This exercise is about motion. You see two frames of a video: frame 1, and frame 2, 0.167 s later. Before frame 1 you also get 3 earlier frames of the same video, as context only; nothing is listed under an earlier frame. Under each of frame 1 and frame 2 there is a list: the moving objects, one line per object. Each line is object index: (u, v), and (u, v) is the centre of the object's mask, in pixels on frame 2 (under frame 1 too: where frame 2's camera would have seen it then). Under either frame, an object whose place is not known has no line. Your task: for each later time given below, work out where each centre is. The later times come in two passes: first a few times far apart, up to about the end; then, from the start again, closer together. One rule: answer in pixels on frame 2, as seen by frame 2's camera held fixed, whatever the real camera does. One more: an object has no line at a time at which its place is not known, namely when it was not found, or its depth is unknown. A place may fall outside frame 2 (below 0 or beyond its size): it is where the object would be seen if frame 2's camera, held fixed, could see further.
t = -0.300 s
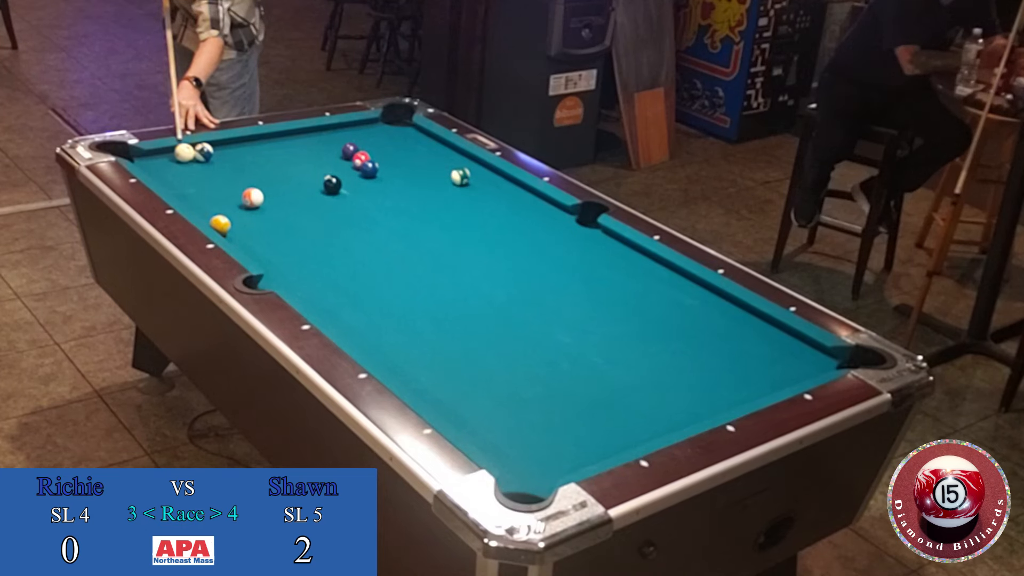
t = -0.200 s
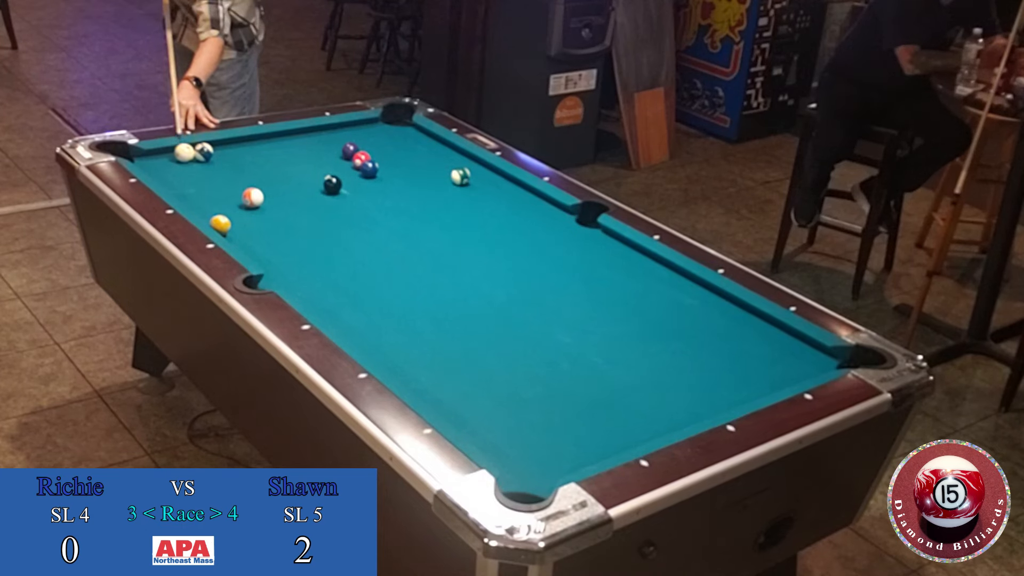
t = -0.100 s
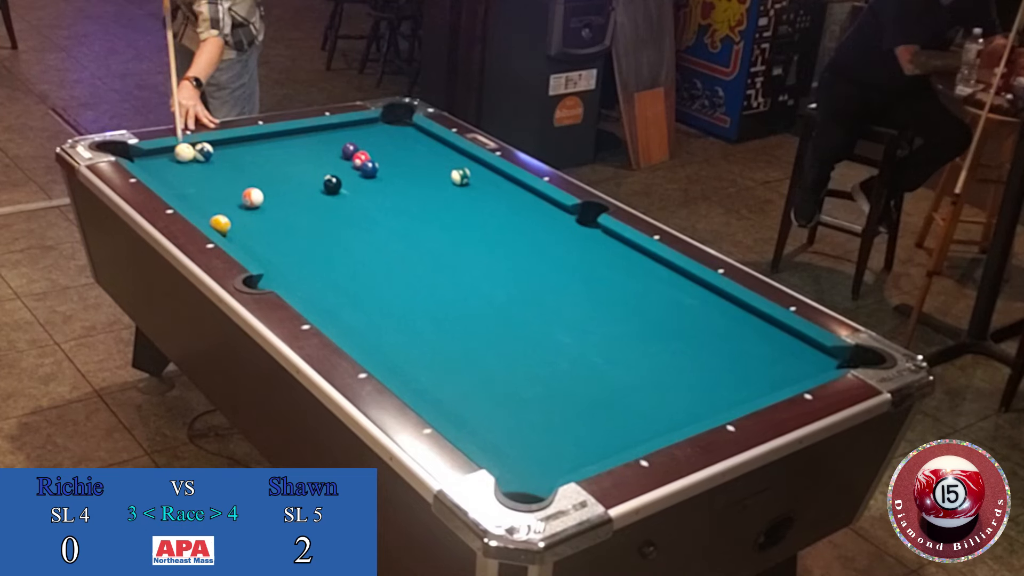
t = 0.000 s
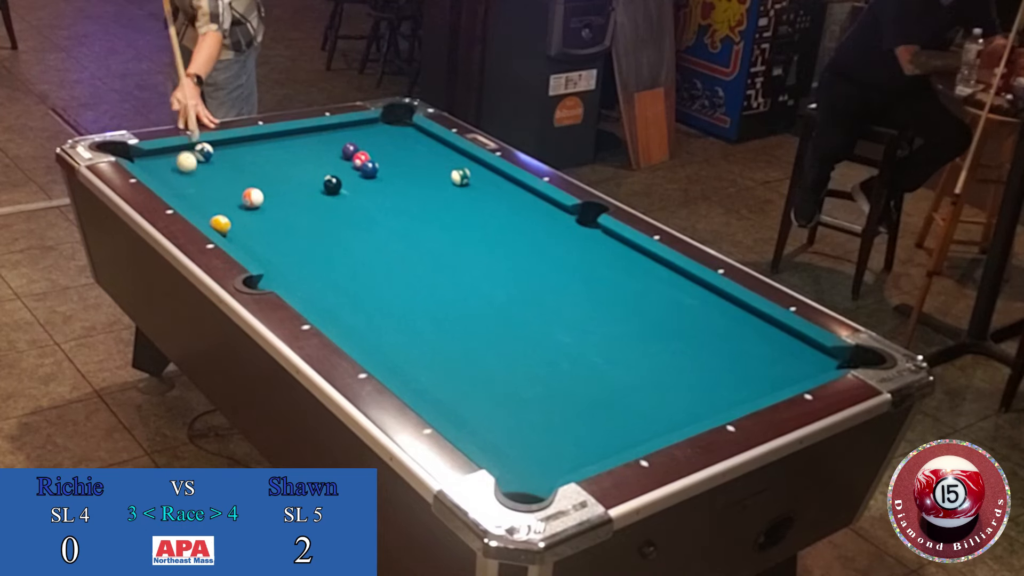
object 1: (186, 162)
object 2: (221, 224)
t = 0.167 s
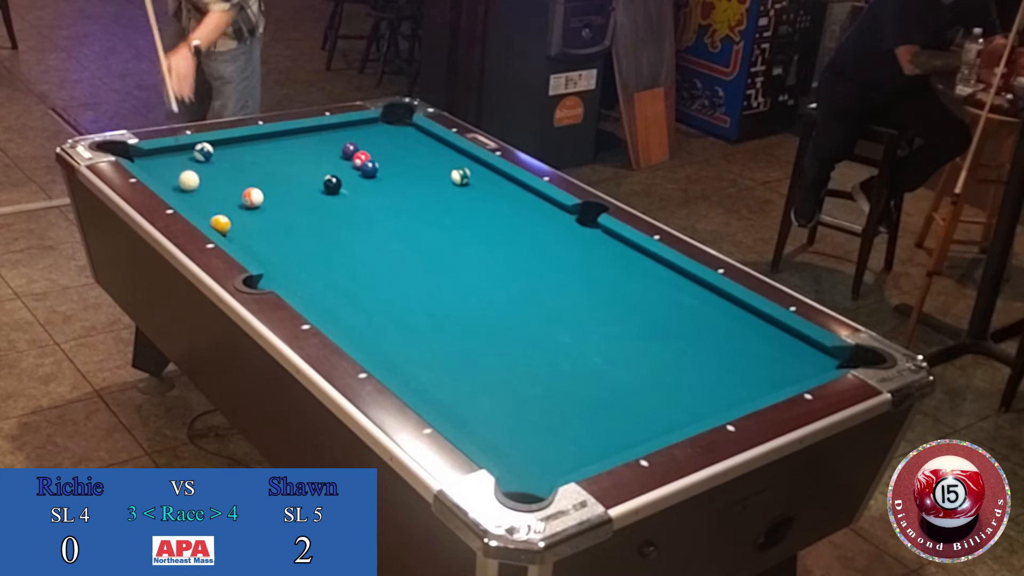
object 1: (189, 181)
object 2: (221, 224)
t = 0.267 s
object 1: (188, 189)
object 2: (221, 224)
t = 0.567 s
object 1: (206, 209)
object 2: (220, 224)
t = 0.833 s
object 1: (236, 218)
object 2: (222, 226)
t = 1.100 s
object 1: (262, 223)
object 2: (230, 230)
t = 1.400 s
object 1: (290, 226)
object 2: (238, 233)
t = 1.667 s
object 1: (312, 230)
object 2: (242, 235)
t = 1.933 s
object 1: (331, 233)
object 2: (244, 235)
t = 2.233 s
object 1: (349, 235)
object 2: (244, 235)
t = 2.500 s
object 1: (363, 237)
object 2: (245, 235)
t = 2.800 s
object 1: (374, 239)
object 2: (244, 235)
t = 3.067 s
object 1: (382, 240)
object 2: (244, 235)
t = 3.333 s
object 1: (387, 241)
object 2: (244, 235)
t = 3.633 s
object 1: (389, 242)
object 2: (245, 235)
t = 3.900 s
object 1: (388, 242)
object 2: (244, 235)
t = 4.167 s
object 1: (388, 242)
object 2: (245, 235)
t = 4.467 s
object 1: (388, 242)
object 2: (244, 236)
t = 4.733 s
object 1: (388, 242)
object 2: (244, 236)
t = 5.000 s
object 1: (388, 242)
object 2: (245, 235)
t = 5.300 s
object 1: (388, 242)
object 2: (244, 235)
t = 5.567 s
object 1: (388, 242)
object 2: (245, 235)
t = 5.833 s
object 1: (388, 242)
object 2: (245, 235)
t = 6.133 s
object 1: (388, 242)
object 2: (245, 235)
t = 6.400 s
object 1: (388, 242)
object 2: (245, 235)
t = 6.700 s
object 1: (388, 242)
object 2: (245, 235)
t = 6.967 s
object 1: (388, 242)
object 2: (244, 235)
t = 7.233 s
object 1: (388, 242)
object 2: (244, 235)
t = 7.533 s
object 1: (388, 242)
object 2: (245, 235)
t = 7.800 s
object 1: (388, 242)
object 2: (245, 235)
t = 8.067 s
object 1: (388, 242)
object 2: (244, 235)
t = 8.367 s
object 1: (388, 242)
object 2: (245, 235)
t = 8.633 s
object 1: (388, 242)
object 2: (245, 235)
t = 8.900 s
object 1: (388, 242)
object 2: (245, 235)
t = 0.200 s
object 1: (188, 184)
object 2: (221, 224)
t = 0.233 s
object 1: (188, 186)
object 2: (221, 224)
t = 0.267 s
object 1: (188, 189)
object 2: (221, 224)
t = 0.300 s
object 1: (188, 192)
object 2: (221, 224)
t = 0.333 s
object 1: (188, 195)
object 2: (221, 224)
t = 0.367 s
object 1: (189, 197)
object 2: (221, 224)
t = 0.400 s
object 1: (189, 199)
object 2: (221, 224)
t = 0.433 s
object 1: (192, 202)
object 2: (221, 224)
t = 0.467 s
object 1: (196, 203)
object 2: (221, 224)
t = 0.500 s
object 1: (199, 205)
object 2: (221, 224)
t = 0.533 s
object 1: (203, 207)
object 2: (221, 224)
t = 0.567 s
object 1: (206, 209)
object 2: (220, 224)
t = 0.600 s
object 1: (209, 210)
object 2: (220, 224)
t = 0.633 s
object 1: (212, 211)
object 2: (220, 224)
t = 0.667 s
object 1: (216, 211)
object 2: (220, 224)
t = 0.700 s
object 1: (220, 212)
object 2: (220, 225)
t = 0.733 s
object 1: (225, 213)
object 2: (220, 225)
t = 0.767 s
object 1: (229, 215)
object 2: (220, 225)
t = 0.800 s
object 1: (233, 217)
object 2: (221, 225)
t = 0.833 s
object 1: (236, 218)
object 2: (222, 226)
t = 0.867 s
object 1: (239, 219)
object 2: (223, 227)
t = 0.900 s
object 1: (242, 220)
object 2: (224, 227)
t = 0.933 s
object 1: (245, 220)
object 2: (225, 228)
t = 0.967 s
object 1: (249, 221)
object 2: (226, 228)
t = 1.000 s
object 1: (252, 221)
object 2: (227, 229)
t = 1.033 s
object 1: (255, 222)
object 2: (228, 229)
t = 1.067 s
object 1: (259, 222)
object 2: (229, 230)
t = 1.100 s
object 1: (262, 223)
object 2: (230, 230)
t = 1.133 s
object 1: (265, 223)
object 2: (231, 231)
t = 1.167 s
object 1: (269, 224)
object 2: (232, 231)
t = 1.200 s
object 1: (272, 224)
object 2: (233, 231)
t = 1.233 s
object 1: (275, 224)
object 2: (234, 232)
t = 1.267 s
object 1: (278, 225)
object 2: (235, 232)
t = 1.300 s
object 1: (281, 225)
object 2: (235, 232)
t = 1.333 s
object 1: (284, 226)
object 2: (236, 233)
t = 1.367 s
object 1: (287, 226)
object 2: (237, 233)
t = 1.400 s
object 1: (290, 226)
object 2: (238, 233)
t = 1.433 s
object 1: (293, 227)
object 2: (238, 234)
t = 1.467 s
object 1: (296, 227)
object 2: (239, 234)
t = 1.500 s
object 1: (298, 228)
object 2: (239, 234)
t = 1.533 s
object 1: (301, 228)
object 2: (240, 234)
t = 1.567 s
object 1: (304, 229)
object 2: (240, 235)
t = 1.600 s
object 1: (307, 229)
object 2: (241, 235)
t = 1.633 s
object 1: (309, 229)
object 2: (241, 235)
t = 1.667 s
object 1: (312, 230)
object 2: (242, 235)
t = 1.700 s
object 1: (314, 230)
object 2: (242, 235)
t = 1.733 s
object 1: (317, 230)
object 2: (243, 235)
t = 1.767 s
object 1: (319, 231)
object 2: (243, 235)
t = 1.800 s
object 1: (322, 231)
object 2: (243, 235)
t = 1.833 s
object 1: (324, 231)
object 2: (244, 235)
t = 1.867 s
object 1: (326, 232)
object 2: (244, 235)
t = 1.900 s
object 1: (329, 232)
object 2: (244, 235)
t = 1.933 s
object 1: (331, 233)
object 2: (244, 235)
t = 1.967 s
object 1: (333, 233)
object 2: (244, 235)
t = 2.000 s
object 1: (335, 233)
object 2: (245, 235)
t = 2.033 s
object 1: (337, 234)
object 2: (244, 235)
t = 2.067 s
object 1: (340, 234)
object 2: (245, 235)
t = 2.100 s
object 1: (342, 234)
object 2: (245, 235)
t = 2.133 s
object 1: (344, 234)
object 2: (244, 235)
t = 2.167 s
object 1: (346, 235)
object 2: (244, 235)
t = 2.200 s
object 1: (347, 235)
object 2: (244, 235)
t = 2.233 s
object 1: (349, 235)
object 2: (244, 235)
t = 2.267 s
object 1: (351, 236)
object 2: (244, 235)
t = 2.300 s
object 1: (353, 236)
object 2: (244, 235)
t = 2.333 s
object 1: (355, 236)
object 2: (244, 235)
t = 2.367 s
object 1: (356, 236)
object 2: (244, 235)
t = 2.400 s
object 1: (358, 236)
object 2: (244, 235)
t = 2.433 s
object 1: (360, 237)
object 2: (244, 235)
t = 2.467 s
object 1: (361, 237)
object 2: (244, 235)
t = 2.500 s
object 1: (363, 237)
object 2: (245, 235)
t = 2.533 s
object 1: (364, 237)
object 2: (244, 235)
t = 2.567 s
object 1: (366, 238)
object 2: (244, 235)
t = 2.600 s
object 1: (367, 238)
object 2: (245, 235)
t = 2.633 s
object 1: (368, 238)
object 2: (245, 235)
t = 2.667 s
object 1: (370, 238)
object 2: (245, 235)
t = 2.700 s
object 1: (371, 239)
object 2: (244, 235)
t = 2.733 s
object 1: (372, 239)
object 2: (244, 235)
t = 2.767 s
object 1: (373, 239)
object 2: (244, 235)
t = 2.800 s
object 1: (374, 239)
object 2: (244, 235)
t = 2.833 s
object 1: (375, 239)
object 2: (244, 235)
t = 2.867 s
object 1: (377, 240)
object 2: (244, 235)
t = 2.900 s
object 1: (378, 240)
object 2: (244, 235)
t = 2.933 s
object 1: (378, 240)
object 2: (244, 235)
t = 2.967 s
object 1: (379, 240)
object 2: (245, 235)
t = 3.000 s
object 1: (380, 240)
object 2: (244, 235)
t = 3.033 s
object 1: (381, 240)
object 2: (244, 235)
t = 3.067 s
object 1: (382, 240)
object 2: (244, 235)
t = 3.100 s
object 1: (383, 241)
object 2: (244, 235)
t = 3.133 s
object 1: (383, 241)
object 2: (244, 235)
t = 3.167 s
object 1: (384, 241)
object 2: (244, 235)
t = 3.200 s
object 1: (385, 241)
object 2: (244, 235)
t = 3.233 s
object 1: (385, 241)
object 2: (244, 235)
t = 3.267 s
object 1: (386, 241)
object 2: (244, 235)
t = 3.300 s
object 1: (386, 241)
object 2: (244, 235)
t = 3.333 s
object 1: (387, 241)
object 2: (244, 235)
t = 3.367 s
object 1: (387, 241)
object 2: (244, 235)
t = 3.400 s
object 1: (388, 242)
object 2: (244, 235)
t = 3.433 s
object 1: (388, 242)
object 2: (244, 235)
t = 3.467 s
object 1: (388, 241)
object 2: (244, 235)
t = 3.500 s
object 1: (388, 242)
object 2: (244, 235)
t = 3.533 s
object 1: (389, 242)
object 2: (244, 235)
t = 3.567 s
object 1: (389, 242)
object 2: (244, 235)
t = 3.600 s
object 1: (389, 242)
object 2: (245, 235)
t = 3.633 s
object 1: (389, 242)
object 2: (245, 235)
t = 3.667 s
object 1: (389, 242)
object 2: (245, 235)
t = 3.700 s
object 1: (388, 242)
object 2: (245, 235)
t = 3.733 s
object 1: (388, 242)
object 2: (245, 235)
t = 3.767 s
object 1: (388, 242)
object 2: (244, 235)
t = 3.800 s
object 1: (388, 242)
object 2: (245, 235)
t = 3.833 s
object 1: (388, 242)
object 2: (245, 235)
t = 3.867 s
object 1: (388, 242)
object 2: (245, 235)
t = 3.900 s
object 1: (388, 242)
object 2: (244, 235)
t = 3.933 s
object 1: (388, 242)
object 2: (245, 235)
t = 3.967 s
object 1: (388, 242)
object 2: (245, 235)
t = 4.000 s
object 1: (388, 242)
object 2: (245, 235)
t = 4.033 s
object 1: (388, 242)
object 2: (245, 235)
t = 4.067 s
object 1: (388, 242)
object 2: (245, 235)
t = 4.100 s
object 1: (388, 242)
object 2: (245, 235)
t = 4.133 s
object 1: (388, 242)
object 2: (245, 235)
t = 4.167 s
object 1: (388, 242)
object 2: (245, 235)
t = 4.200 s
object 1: (388, 242)
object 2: (245, 235)
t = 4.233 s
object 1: (388, 242)
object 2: (244, 235)
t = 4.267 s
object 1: (388, 242)
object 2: (244, 235)
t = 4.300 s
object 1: (388, 242)
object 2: (244, 235)
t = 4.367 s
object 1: (388, 242)
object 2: (244, 235)
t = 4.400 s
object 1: (388, 242)
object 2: (244, 235)
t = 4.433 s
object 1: (388, 242)
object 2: (244, 235)
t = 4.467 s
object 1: (388, 242)
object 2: (244, 236)
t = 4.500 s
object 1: (388, 242)
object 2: (244, 236)
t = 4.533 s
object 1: (388, 242)
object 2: (245, 235)
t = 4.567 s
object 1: (388, 242)
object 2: (244, 236)
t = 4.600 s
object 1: (388, 242)
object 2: (244, 236)
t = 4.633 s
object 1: (388, 242)
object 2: (245, 235)
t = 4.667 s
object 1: (388, 242)
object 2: (244, 236)
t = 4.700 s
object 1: (388, 242)
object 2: (244, 236)
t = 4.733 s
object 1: (388, 242)
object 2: (244, 236)
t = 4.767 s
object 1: (388, 242)
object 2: (244, 236)
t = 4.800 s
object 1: (388, 242)
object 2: (244, 236)
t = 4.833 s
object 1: (388, 242)
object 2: (244, 235)
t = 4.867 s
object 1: (388, 242)
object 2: (244, 236)
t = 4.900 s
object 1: (388, 242)
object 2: (245, 235)
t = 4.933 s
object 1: (388, 242)
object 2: (244, 236)
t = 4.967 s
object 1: (388, 242)
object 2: (245, 235)
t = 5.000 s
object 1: (388, 242)
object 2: (245, 235)
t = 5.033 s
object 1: (388, 242)
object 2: (245, 235)
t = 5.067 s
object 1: (388, 242)
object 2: (245, 235)
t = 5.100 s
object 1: (388, 242)
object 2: (244, 235)
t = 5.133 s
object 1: (388, 242)
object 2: (245, 235)
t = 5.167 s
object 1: (388, 242)
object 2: (245, 235)
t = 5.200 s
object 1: (388, 242)
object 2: (245, 235)
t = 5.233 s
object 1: (388, 242)
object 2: (245, 235)
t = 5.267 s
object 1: (388, 242)
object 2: (245, 235)
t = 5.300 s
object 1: (388, 242)
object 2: (244, 235)
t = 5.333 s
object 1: (388, 242)
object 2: (245, 235)
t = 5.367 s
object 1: (388, 242)
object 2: (245, 235)
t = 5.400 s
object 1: (388, 242)
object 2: (245, 235)
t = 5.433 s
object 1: (388, 242)
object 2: (245, 235)
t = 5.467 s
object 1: (388, 242)
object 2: (245, 235)
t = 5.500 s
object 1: (388, 242)
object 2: (245, 235)
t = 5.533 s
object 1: (388, 242)
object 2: (245, 235)
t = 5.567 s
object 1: (388, 242)
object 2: (245, 235)
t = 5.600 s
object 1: (388, 242)
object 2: (245, 235)
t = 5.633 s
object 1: (388, 242)
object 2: (245, 235)
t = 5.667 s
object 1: (388, 242)
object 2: (245, 235)
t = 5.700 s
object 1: (388, 242)
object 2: (245, 235)
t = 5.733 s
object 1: (388, 242)
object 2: (245, 235)
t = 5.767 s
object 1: (388, 242)
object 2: (245, 235)
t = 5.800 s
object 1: (388, 242)
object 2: (245, 235)
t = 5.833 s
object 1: (388, 242)
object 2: (245, 235)
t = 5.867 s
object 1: (388, 242)
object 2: (245, 235)
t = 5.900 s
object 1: (388, 242)
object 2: (245, 235)
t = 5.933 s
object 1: (388, 242)
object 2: (245, 235)
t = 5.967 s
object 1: (388, 242)
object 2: (245, 235)
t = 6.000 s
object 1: (388, 242)
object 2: (245, 235)
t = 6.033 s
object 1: (388, 242)
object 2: (245, 235)
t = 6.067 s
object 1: (388, 242)
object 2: (245, 235)
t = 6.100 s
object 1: (388, 242)
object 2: (245, 235)
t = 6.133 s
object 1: (388, 242)
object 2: (245, 235)
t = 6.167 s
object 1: (388, 242)
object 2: (245, 235)
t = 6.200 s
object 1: (388, 242)
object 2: (245, 235)
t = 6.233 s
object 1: (388, 242)
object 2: (245, 235)
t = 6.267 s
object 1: (388, 242)
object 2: (245, 235)
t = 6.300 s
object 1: (388, 242)
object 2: (245, 235)
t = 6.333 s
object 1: (388, 242)
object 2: (245, 235)
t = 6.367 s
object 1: (388, 242)
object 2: (245, 235)
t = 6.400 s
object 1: (388, 242)
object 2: (245, 235)
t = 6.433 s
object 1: (388, 242)
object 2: (245, 235)
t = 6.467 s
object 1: (388, 242)
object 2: (245, 235)
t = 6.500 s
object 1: (388, 242)
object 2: (244, 235)
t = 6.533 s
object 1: (388, 242)
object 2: (244, 235)
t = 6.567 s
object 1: (388, 242)
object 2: (244, 235)
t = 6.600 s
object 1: (388, 242)
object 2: (245, 235)
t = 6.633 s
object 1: (388, 242)
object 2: (245, 235)
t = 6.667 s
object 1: (388, 242)
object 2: (245, 235)
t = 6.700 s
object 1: (388, 242)
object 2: (245, 235)
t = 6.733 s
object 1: (388, 242)
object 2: (245, 235)
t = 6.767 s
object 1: (388, 242)
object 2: (245, 235)
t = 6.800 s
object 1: (388, 242)
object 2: (245, 235)
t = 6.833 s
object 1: (388, 242)
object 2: (245, 235)
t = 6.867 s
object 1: (388, 242)
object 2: (244, 235)
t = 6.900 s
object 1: (388, 242)
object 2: (244, 235)
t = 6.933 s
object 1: (388, 242)
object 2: (244, 235)
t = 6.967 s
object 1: (388, 242)
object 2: (244, 235)
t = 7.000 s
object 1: (388, 242)
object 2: (244, 235)
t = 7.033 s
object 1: (388, 242)
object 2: (244, 235)
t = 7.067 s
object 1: (388, 242)
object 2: (244, 235)
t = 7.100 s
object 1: (388, 241)
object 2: (245, 235)
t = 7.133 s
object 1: (388, 241)
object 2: (244, 235)
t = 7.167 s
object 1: (388, 241)
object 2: (244, 235)
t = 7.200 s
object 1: (388, 242)
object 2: (245, 235)
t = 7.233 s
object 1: (388, 242)
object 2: (244, 235)
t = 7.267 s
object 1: (388, 242)
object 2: (245, 235)
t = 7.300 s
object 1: (388, 242)
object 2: (245, 235)
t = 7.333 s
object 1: (388, 242)
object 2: (244, 235)
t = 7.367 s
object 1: (388, 242)
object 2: (244, 235)
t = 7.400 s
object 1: (388, 242)
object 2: (245, 235)
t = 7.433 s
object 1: (388, 242)
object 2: (244, 235)
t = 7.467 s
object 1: (388, 242)
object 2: (244, 235)
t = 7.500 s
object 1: (388, 242)
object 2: (245, 235)
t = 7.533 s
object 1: (388, 242)
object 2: (245, 235)
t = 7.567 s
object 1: (388, 242)
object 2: (244, 235)
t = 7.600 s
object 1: (388, 242)
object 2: (245, 235)
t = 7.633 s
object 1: (388, 242)
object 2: (244, 235)
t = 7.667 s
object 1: (388, 242)
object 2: (244, 235)
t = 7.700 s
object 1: (388, 242)
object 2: (244, 235)
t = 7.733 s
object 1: (388, 242)
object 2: (245, 235)
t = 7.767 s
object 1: (388, 242)
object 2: (244, 235)
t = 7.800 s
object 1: (388, 242)
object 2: (245, 235)
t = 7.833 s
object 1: (388, 242)
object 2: (245, 235)
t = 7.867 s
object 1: (388, 242)
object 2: (245, 235)
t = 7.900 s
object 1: (388, 242)
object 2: (245, 235)
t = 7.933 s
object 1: (388, 242)
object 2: (245, 235)
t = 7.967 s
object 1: (388, 242)
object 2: (245, 235)
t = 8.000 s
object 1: (388, 242)
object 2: (244, 235)
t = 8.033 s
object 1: (388, 242)
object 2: (245, 235)
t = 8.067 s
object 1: (388, 242)
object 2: (244, 235)
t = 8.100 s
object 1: (388, 242)
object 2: (245, 235)
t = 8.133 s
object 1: (388, 242)
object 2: (244, 235)
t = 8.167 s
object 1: (388, 242)
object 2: (244, 235)
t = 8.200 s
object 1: (388, 242)
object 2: (244, 235)
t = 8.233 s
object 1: (388, 242)
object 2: (245, 235)
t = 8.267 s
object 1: (388, 242)
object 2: (245, 235)
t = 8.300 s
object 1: (388, 242)
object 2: (245, 235)
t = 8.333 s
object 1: (388, 242)
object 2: (244, 235)
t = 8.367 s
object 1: (388, 242)
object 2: (245, 235)
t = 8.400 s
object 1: (388, 242)
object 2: (244, 235)
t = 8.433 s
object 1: (388, 242)
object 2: (245, 235)
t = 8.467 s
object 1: (388, 242)
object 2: (245, 235)
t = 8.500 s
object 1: (388, 242)
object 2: (245, 235)
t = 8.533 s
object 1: (388, 242)
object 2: (244, 235)
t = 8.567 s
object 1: (388, 242)
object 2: (245, 235)
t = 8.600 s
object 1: (388, 242)
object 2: (245, 235)
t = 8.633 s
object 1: (388, 242)
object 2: (245, 235)
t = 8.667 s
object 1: (388, 242)
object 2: (245, 235)
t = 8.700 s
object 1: (388, 242)
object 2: (245, 235)
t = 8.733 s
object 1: (388, 242)
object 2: (245, 235)
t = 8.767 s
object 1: (388, 242)
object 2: (245, 235)
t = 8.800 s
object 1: (388, 242)
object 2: (245, 235)
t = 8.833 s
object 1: (388, 242)
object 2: (245, 235)
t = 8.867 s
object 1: (388, 242)
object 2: (245, 235)
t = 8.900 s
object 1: (388, 242)
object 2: (245, 235)
